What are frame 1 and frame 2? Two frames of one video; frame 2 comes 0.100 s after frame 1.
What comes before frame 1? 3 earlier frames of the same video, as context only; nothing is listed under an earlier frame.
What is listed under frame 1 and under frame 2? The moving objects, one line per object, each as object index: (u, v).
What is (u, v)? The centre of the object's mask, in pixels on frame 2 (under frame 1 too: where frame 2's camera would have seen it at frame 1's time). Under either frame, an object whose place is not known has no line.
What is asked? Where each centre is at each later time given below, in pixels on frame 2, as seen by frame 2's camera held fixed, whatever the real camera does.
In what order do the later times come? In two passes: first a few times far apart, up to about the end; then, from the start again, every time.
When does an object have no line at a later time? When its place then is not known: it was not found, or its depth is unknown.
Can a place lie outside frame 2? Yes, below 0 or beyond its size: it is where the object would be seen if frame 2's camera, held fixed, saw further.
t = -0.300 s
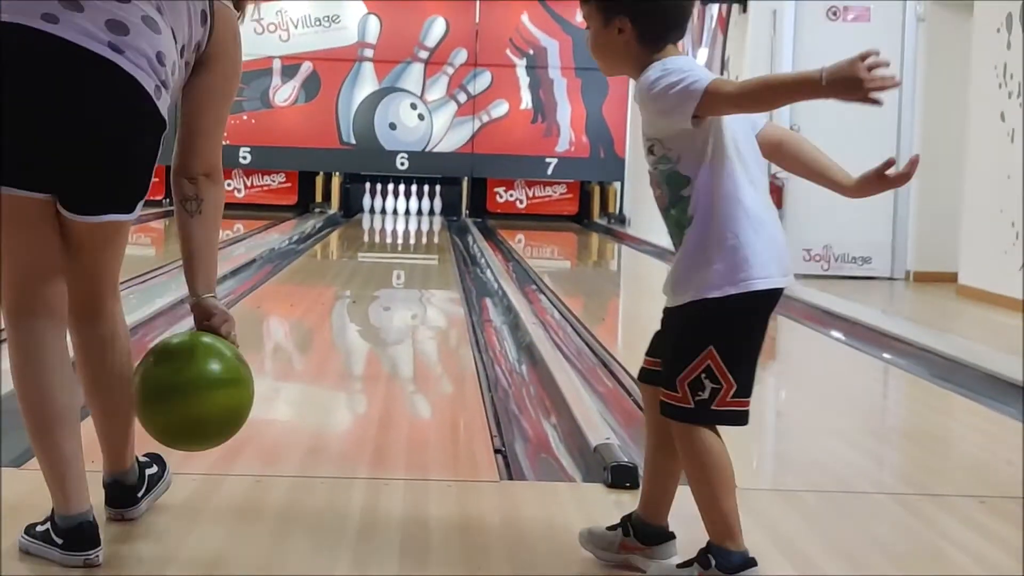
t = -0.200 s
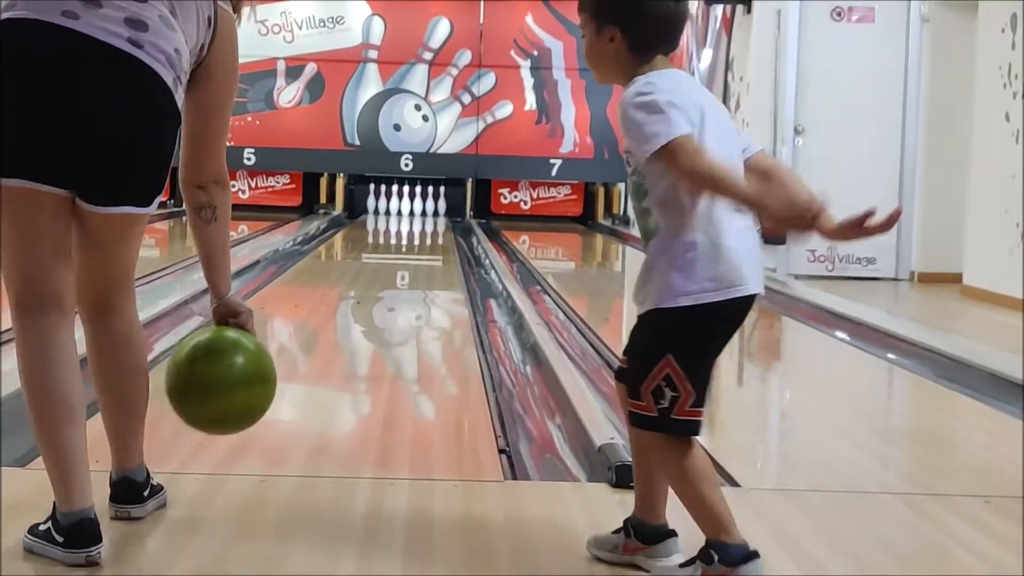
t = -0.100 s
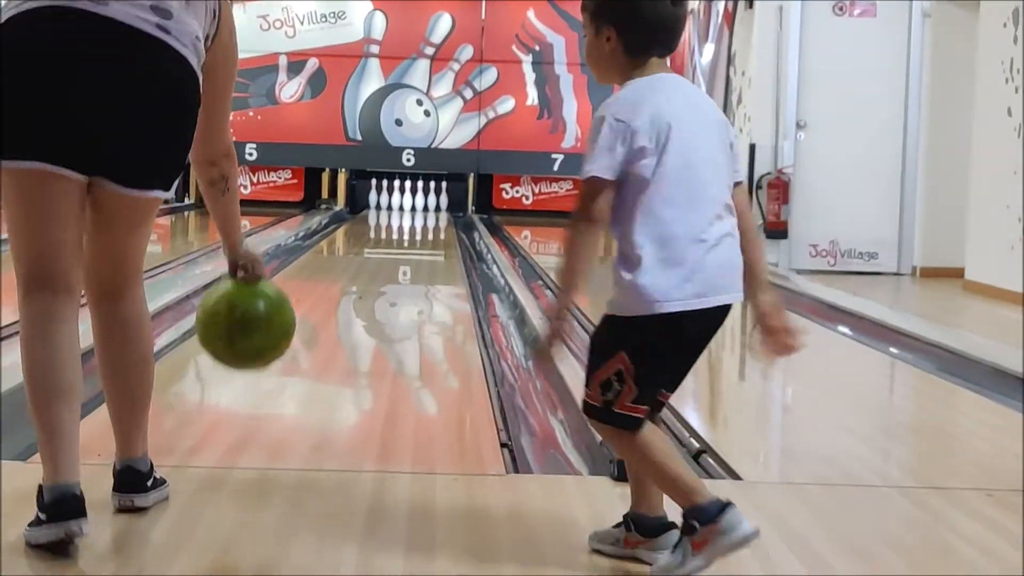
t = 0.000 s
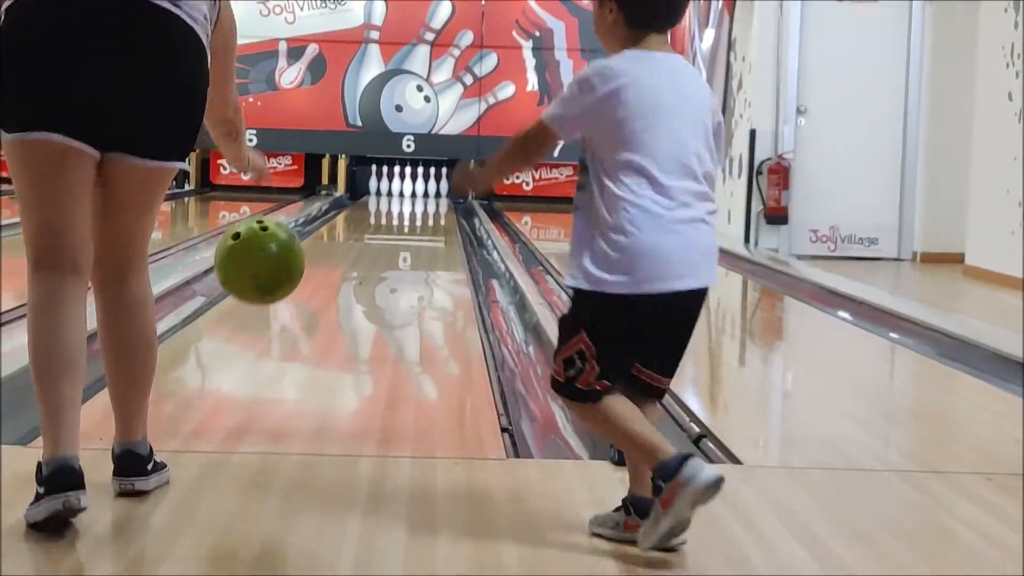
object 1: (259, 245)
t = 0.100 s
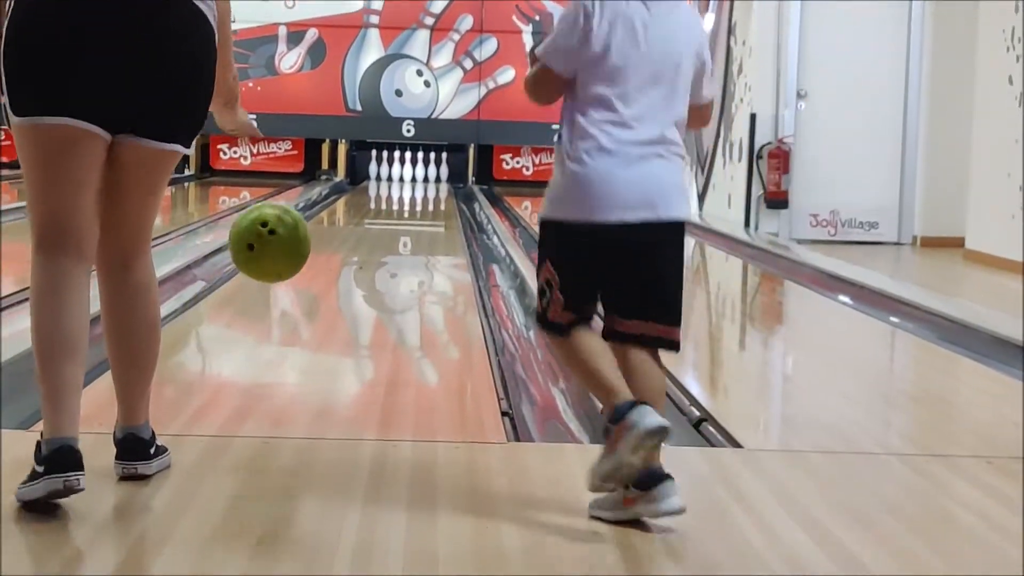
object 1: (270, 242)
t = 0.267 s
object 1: (282, 309)
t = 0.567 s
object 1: (298, 282)
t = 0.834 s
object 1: (307, 259)
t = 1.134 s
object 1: (314, 241)
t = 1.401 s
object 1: (319, 230)
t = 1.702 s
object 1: (323, 220)
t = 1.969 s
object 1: (325, 212)
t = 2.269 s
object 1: (326, 205)
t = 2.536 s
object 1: (327, 200)
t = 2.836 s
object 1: (327, 195)
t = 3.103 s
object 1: (319, 198)
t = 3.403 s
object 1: (325, 195)
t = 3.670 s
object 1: (329, 190)
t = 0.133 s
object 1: (273, 250)
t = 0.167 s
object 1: (275, 259)
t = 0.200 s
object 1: (277, 273)
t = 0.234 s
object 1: (279, 290)
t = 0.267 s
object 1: (282, 309)
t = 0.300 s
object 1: (284, 307)
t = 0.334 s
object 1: (286, 298)
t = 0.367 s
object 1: (288, 292)
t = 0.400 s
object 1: (290, 290)
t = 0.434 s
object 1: (292, 291)
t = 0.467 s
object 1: (293, 291)
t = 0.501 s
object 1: (295, 288)
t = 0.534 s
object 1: (296, 285)
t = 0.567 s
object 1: (298, 282)
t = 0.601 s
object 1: (300, 279)
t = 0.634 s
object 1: (301, 276)
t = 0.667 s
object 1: (302, 273)
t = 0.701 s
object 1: (303, 270)
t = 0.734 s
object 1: (304, 267)
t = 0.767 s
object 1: (305, 264)
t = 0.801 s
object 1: (306, 262)
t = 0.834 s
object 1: (307, 259)
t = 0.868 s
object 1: (308, 257)
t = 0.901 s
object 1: (308, 254)
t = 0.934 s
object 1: (309, 252)
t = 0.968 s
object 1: (310, 250)
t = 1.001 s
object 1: (310, 248)
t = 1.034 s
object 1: (312, 246)
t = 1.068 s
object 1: (312, 245)
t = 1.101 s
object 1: (313, 243)
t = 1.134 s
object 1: (314, 241)
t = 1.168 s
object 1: (315, 240)
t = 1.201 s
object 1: (316, 238)
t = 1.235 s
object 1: (317, 237)
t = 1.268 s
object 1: (317, 235)
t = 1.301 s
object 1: (318, 234)
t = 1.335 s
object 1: (318, 233)
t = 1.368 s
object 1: (319, 231)
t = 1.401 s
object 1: (319, 230)
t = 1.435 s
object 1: (320, 229)
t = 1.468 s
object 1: (320, 227)
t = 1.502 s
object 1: (321, 226)
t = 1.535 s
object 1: (321, 225)
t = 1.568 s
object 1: (321, 224)
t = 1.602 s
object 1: (322, 223)
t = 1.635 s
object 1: (322, 222)
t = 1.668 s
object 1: (323, 221)
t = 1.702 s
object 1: (323, 220)
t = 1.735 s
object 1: (323, 219)
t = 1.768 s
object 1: (324, 218)
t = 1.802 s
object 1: (324, 217)
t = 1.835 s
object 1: (324, 216)
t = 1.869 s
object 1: (324, 215)
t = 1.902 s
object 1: (325, 214)
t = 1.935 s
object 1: (325, 213)
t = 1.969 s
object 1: (325, 212)
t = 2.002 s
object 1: (325, 211)
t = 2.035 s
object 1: (326, 210)
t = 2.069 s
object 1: (325, 210)
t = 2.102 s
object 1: (325, 209)
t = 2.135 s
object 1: (326, 208)
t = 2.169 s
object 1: (326, 208)
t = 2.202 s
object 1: (326, 207)
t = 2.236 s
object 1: (326, 206)
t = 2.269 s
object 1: (326, 205)
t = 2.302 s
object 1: (326, 205)
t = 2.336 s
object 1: (327, 204)
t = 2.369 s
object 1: (327, 203)
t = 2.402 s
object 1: (327, 203)
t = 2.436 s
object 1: (327, 202)
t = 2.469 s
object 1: (327, 201)
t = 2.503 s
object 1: (327, 201)
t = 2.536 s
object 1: (327, 200)
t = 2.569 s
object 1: (328, 199)
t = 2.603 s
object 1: (327, 199)
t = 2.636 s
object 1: (327, 198)
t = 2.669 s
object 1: (327, 198)
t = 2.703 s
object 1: (327, 197)
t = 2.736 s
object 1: (327, 196)
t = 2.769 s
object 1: (327, 196)
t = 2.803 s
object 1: (327, 195)
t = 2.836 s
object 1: (327, 195)
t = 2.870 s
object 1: (326, 195)
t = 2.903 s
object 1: (326, 194)
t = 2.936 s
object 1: (326, 194)
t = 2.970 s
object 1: (325, 194)
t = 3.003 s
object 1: (323, 195)
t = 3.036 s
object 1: (322, 196)
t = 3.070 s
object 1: (319, 198)
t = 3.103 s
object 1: (319, 198)
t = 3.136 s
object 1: (320, 197)
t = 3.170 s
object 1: (321, 197)
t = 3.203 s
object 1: (321, 197)
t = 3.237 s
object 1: (322, 196)
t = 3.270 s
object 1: (322, 196)
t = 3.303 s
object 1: (323, 196)
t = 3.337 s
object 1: (323, 196)
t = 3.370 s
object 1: (324, 195)
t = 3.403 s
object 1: (325, 195)
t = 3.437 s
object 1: (325, 194)
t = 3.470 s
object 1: (326, 194)
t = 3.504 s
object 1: (326, 193)
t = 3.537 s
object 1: (327, 193)
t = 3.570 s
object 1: (327, 193)
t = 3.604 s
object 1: (328, 192)
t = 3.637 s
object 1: (329, 191)
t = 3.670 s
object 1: (329, 190)
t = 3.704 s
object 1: (330, 189)
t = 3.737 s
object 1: (330, 188)
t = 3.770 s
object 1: (331, 188)
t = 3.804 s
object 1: (332, 187)
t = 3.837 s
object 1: (333, 187)
